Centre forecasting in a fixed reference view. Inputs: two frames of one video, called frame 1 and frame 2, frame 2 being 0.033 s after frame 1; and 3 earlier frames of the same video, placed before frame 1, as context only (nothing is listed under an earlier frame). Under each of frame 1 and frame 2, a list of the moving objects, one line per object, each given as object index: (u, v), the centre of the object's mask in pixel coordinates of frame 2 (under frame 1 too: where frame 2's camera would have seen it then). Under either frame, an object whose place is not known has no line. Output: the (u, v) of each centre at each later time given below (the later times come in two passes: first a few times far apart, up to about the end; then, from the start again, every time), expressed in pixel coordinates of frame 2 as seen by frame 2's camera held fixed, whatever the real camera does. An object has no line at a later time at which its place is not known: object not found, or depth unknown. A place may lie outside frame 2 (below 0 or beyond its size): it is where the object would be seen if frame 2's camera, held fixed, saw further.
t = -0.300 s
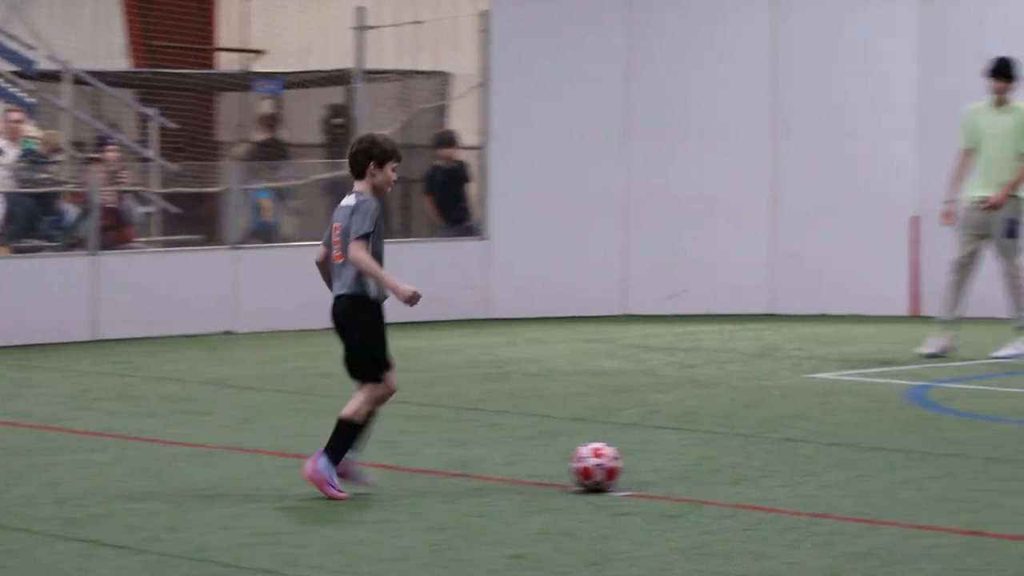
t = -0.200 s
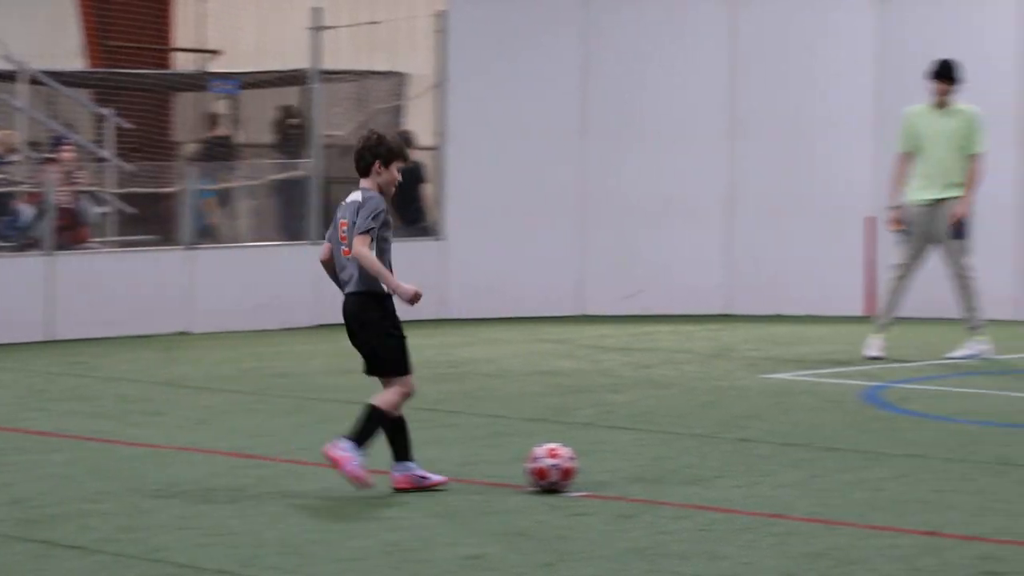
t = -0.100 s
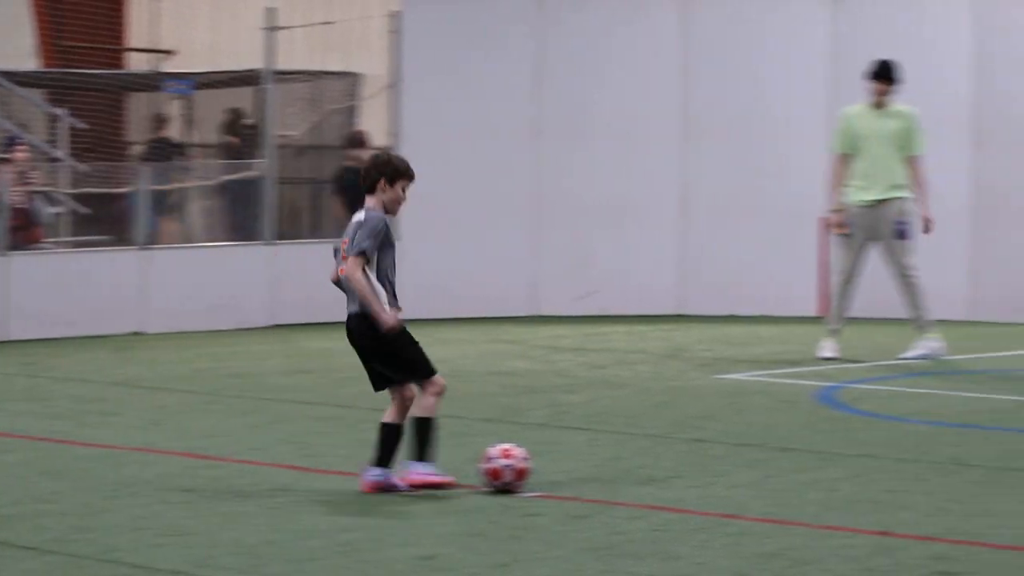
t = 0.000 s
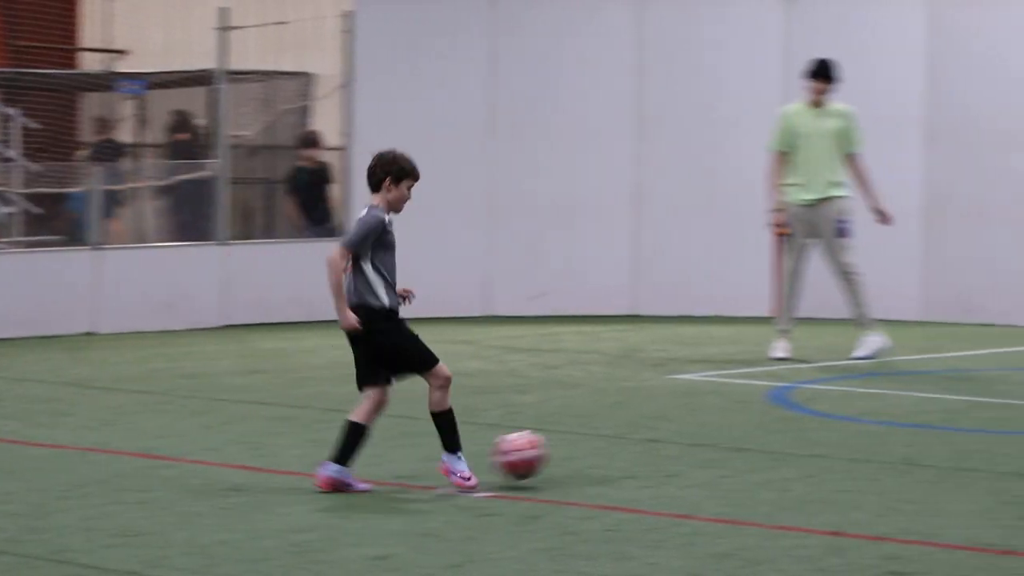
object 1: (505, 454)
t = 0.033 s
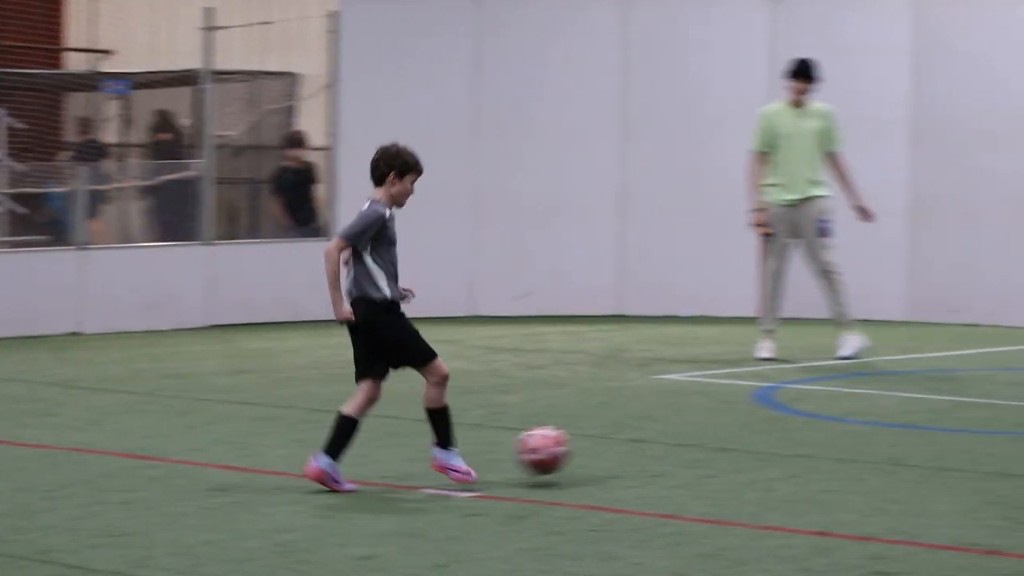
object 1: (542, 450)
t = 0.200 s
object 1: (713, 447)
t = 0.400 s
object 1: (869, 440)
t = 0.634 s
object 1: (1012, 433)
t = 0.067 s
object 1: (580, 448)
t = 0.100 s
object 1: (616, 448)
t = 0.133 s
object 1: (651, 452)
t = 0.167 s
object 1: (685, 453)
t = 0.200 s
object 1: (713, 447)
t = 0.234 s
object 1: (741, 442)
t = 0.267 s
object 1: (769, 441)
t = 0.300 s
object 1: (796, 443)
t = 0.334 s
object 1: (823, 446)
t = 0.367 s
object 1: (847, 443)
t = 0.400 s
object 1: (869, 440)
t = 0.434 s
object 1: (892, 439)
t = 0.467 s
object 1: (915, 439)
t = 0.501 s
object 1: (935, 437)
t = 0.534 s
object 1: (955, 435)
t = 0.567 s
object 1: (974, 436)
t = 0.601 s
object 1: (994, 435)
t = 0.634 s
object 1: (1012, 433)
